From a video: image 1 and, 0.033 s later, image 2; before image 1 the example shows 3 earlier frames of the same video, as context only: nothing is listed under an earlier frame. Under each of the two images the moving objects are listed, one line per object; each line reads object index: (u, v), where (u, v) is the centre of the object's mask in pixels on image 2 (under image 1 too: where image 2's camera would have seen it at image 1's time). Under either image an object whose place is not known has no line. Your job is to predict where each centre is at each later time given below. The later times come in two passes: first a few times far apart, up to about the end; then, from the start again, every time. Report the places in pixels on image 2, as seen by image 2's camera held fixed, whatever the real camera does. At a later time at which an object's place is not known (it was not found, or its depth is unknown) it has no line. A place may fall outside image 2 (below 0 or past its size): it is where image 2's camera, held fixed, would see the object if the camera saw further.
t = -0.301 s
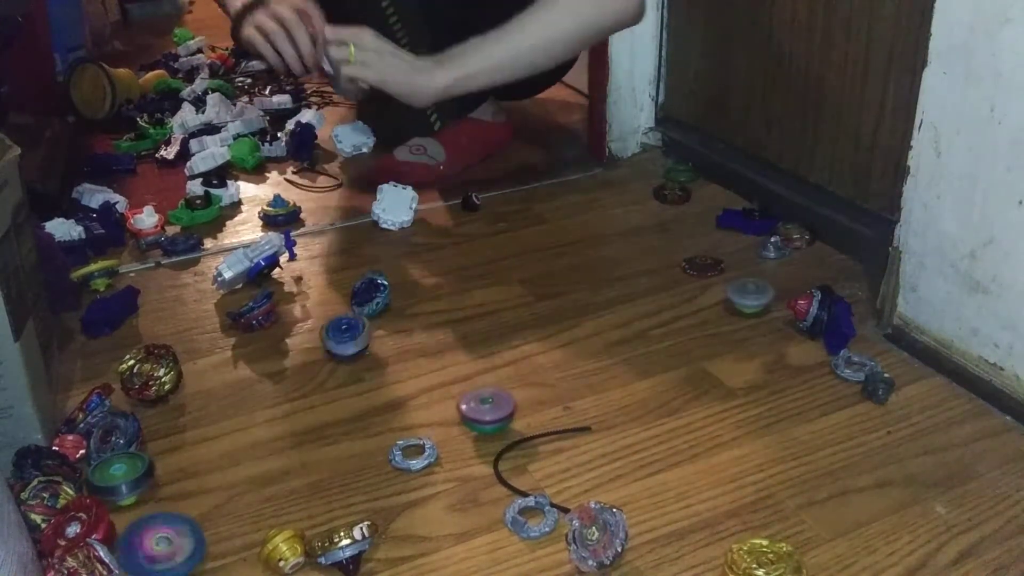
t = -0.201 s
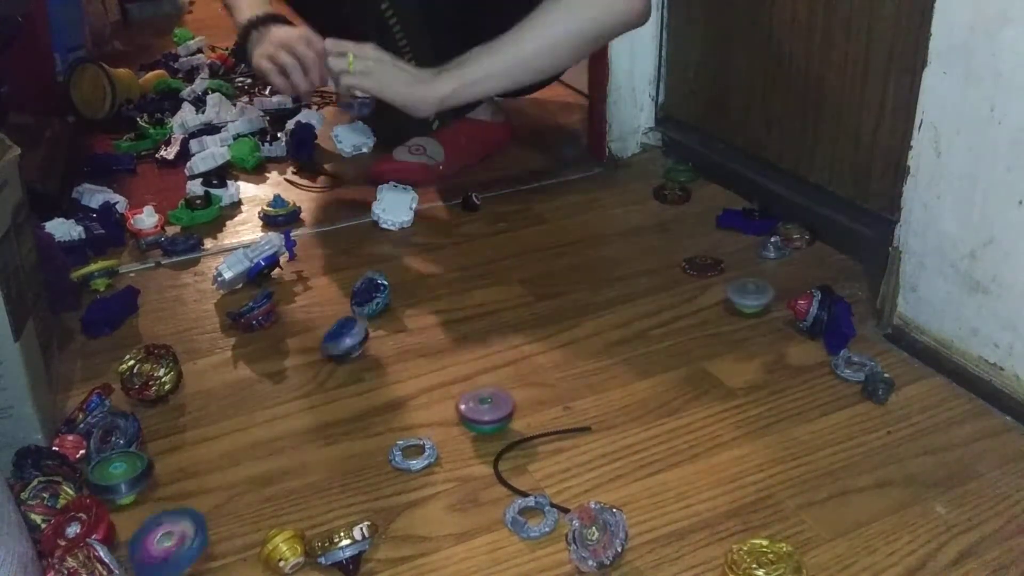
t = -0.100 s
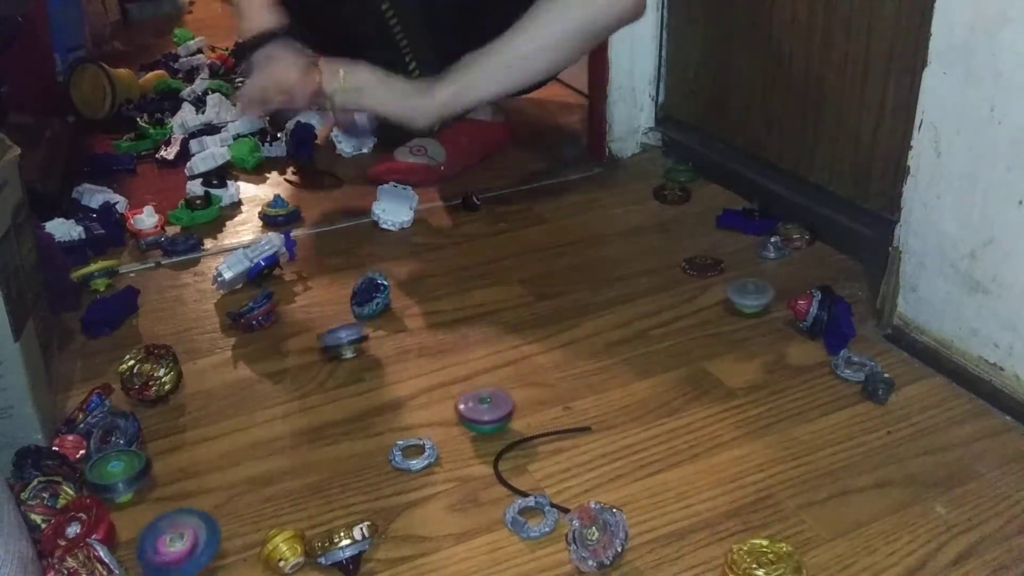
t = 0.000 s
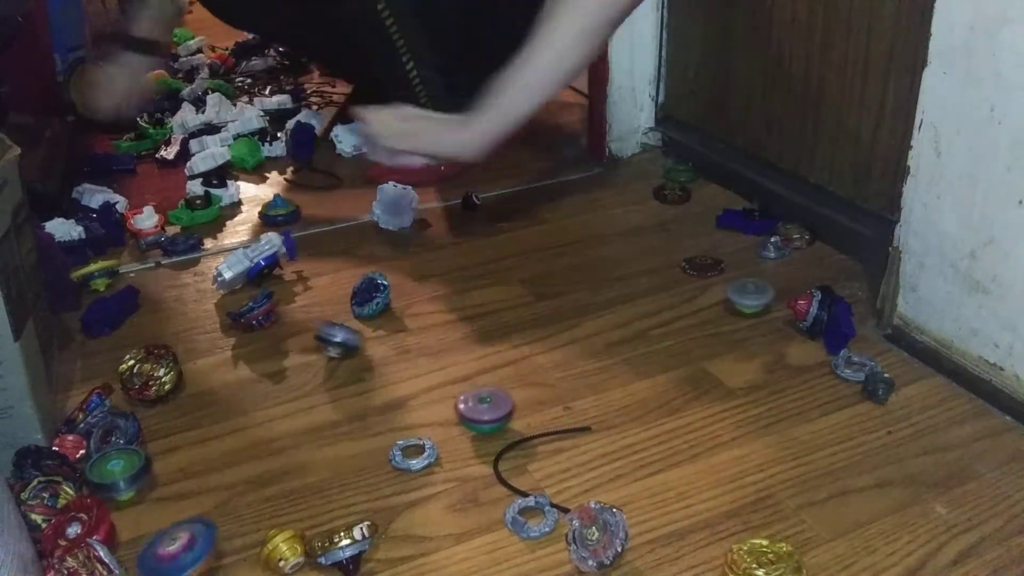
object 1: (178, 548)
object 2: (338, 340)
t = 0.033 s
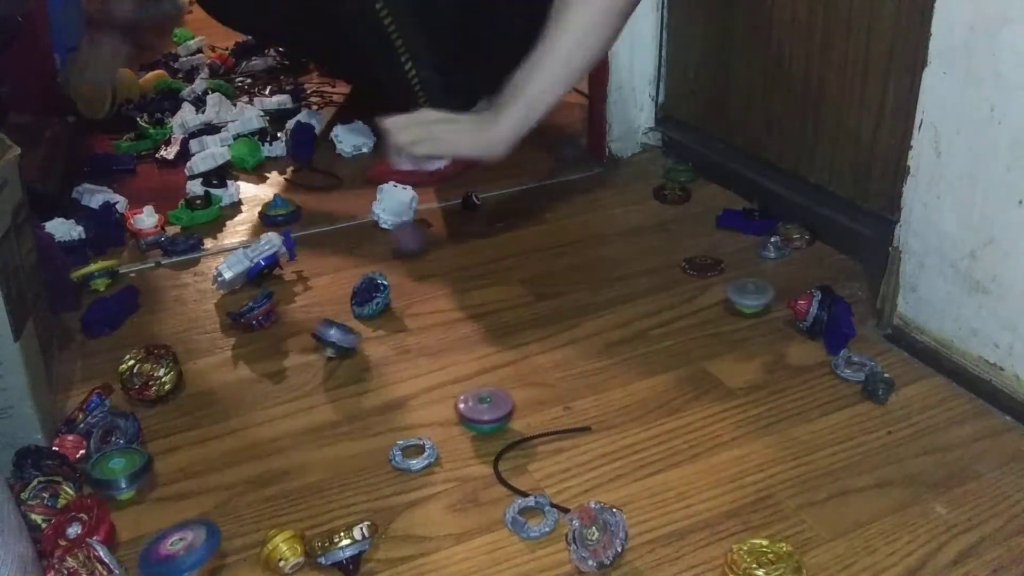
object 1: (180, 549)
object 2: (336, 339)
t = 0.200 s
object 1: (174, 551)
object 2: (329, 333)
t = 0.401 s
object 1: (172, 548)
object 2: (322, 331)
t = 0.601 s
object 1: (173, 548)
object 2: (323, 330)
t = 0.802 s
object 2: (323, 330)
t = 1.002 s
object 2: (323, 330)
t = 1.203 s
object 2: (323, 330)
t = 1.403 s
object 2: (323, 330)
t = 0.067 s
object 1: (180, 549)
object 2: (334, 338)
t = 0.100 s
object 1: (178, 550)
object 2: (333, 337)
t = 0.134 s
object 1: (175, 551)
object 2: (330, 334)
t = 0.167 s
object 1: (176, 553)
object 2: (330, 333)
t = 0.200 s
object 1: (174, 551)
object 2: (329, 333)
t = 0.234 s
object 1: (172, 551)
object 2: (328, 332)
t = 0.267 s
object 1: (171, 550)
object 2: (327, 332)
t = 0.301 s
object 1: (171, 549)
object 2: (326, 332)
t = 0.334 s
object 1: (172, 548)
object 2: (325, 332)
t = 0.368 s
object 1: (172, 548)
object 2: (323, 331)
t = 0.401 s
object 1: (172, 548)
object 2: (322, 331)
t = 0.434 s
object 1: (171, 548)
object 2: (322, 331)
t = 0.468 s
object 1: (170, 548)
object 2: (321, 330)
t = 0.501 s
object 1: (171, 548)
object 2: (322, 330)
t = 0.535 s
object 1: (173, 548)
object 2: (322, 330)
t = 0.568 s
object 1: (173, 548)
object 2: (322, 330)
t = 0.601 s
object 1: (173, 548)
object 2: (323, 330)
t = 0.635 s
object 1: (175, 550)
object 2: (323, 330)
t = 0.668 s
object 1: (172, 547)
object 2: (323, 330)
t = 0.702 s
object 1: (174, 547)
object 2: (323, 330)
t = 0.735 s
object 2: (323, 330)
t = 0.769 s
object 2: (323, 330)
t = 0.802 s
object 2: (323, 330)
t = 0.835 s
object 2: (323, 330)
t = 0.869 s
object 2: (323, 330)
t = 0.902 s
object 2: (323, 330)
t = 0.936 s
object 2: (323, 330)
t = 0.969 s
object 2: (323, 330)
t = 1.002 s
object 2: (323, 330)
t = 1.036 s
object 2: (323, 330)
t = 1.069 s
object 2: (323, 330)
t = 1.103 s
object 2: (323, 330)
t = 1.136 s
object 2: (323, 330)
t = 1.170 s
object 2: (323, 330)
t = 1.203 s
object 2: (323, 330)
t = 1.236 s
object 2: (323, 330)
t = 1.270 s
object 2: (323, 330)
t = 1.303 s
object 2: (323, 330)
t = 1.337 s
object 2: (323, 330)
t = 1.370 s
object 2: (323, 330)
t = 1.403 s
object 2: (323, 330)
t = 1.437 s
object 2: (323, 330)
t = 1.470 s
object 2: (323, 330)
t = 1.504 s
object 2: (322, 330)
